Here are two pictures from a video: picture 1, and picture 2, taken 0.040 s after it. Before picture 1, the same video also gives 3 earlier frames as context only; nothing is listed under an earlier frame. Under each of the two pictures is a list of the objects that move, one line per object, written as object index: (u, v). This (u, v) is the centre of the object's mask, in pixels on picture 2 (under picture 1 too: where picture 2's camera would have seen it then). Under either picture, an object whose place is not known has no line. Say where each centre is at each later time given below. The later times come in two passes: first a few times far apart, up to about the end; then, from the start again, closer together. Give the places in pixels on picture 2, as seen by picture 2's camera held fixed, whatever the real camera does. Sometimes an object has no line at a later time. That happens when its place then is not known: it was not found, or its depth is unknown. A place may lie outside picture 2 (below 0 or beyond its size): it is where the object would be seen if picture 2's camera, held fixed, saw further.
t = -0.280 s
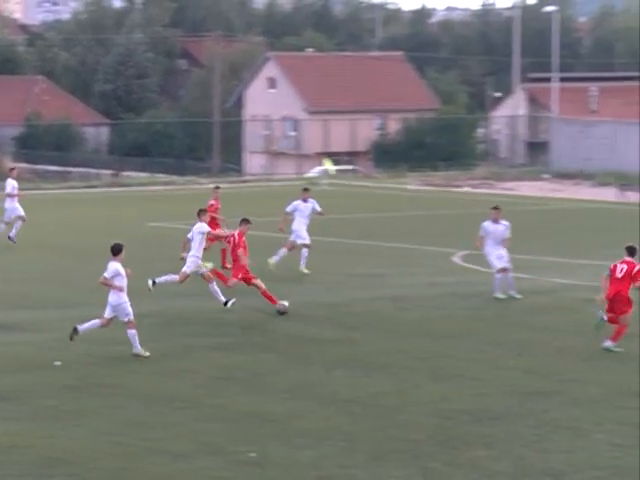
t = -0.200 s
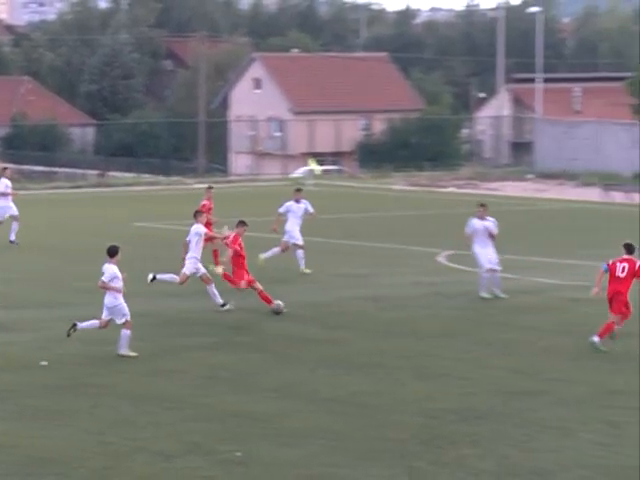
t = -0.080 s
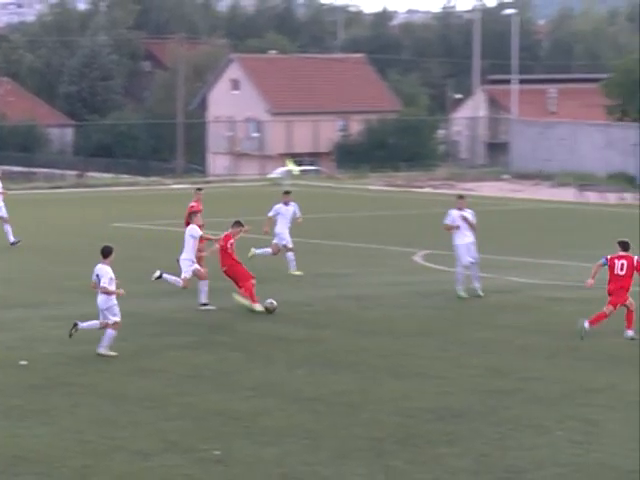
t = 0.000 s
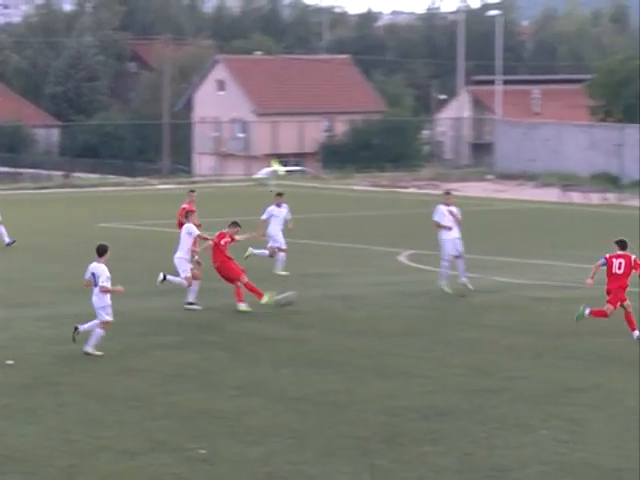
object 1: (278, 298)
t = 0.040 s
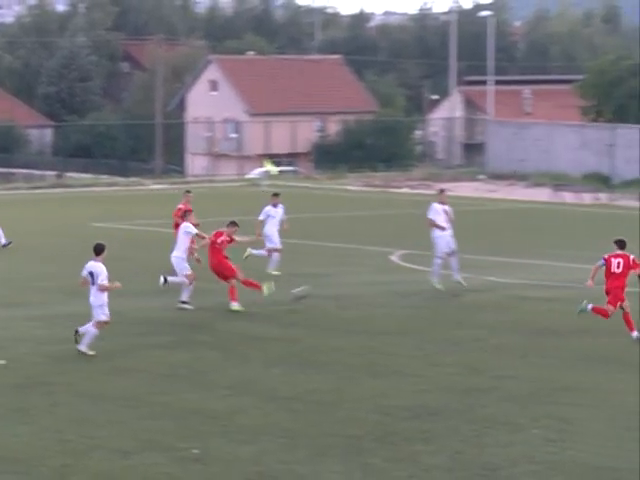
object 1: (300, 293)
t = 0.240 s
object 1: (410, 268)
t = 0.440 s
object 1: (508, 252)
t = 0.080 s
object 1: (324, 287)
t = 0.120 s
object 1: (346, 281)
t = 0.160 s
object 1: (366, 277)
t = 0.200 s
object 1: (388, 271)
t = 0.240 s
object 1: (410, 268)
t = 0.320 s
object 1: (449, 262)
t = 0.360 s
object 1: (470, 257)
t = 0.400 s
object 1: (489, 255)
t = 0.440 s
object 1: (508, 252)
